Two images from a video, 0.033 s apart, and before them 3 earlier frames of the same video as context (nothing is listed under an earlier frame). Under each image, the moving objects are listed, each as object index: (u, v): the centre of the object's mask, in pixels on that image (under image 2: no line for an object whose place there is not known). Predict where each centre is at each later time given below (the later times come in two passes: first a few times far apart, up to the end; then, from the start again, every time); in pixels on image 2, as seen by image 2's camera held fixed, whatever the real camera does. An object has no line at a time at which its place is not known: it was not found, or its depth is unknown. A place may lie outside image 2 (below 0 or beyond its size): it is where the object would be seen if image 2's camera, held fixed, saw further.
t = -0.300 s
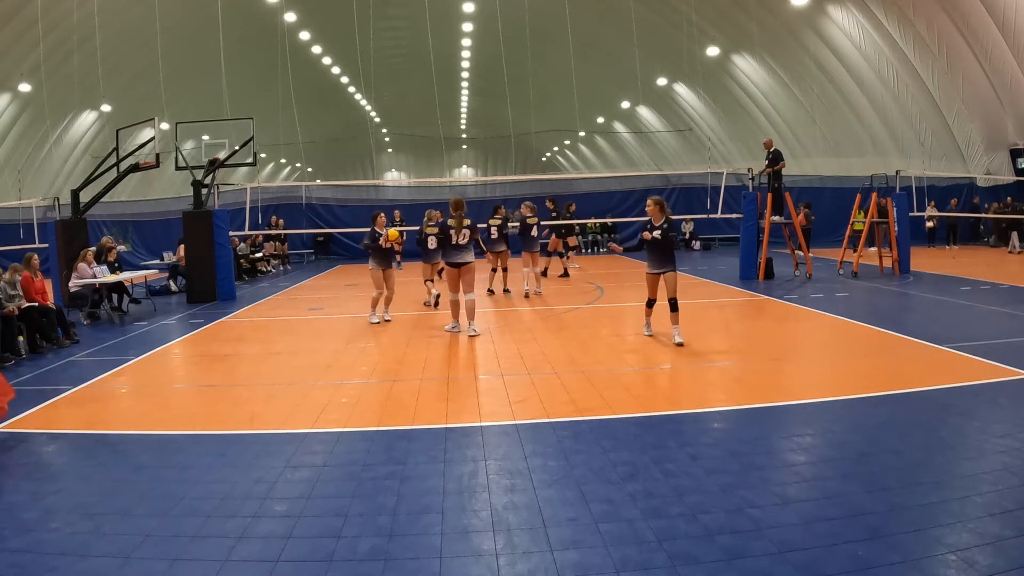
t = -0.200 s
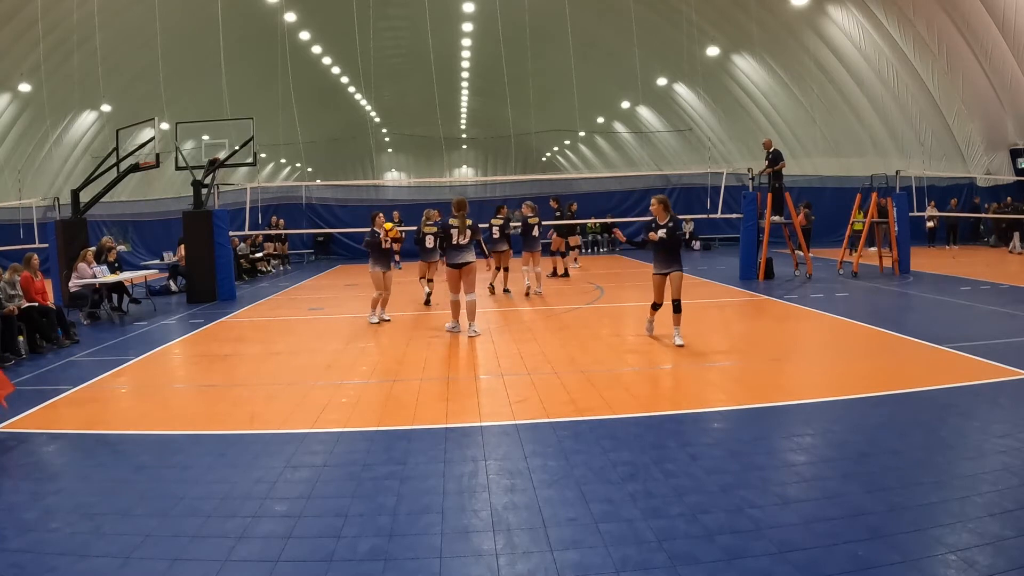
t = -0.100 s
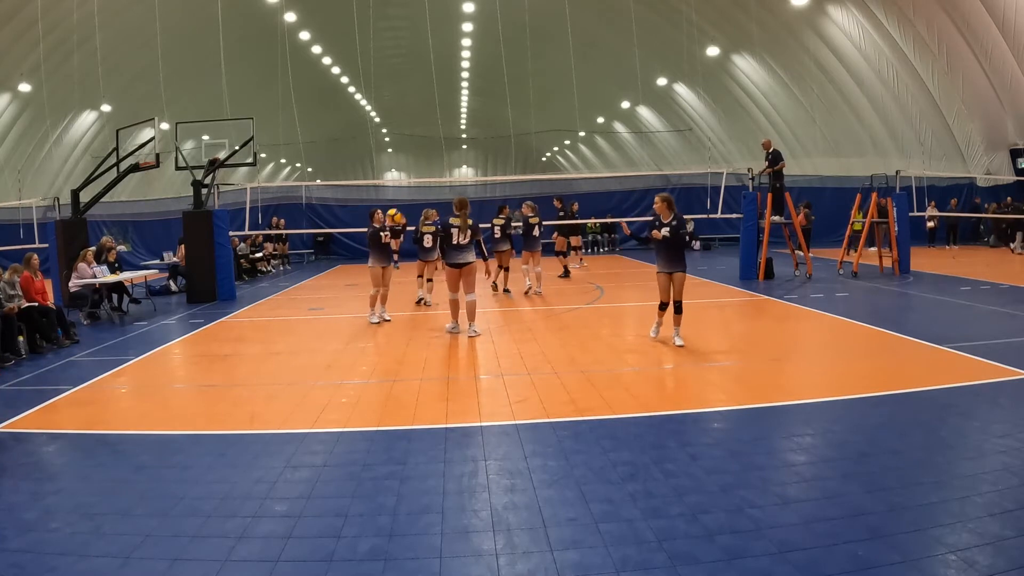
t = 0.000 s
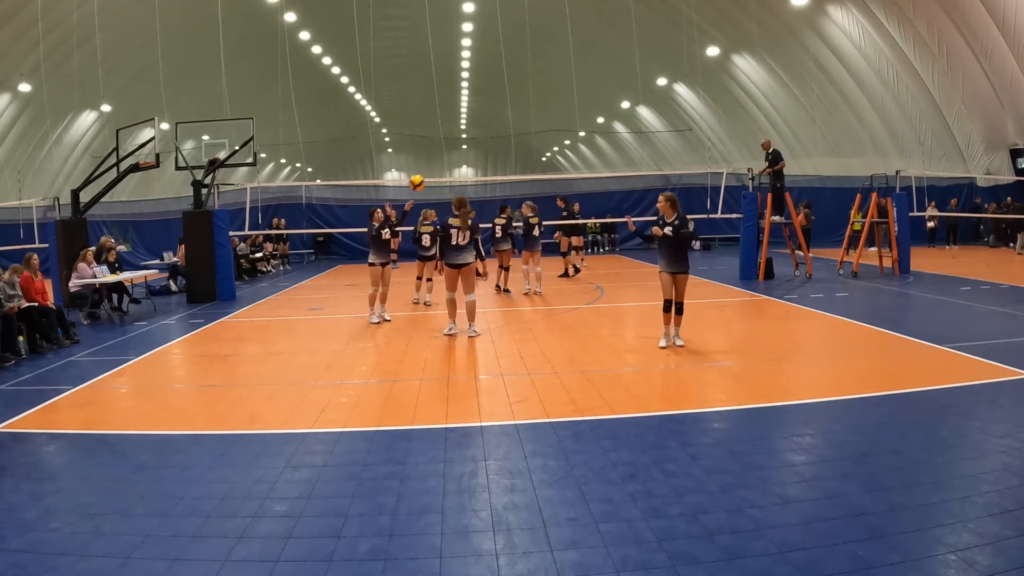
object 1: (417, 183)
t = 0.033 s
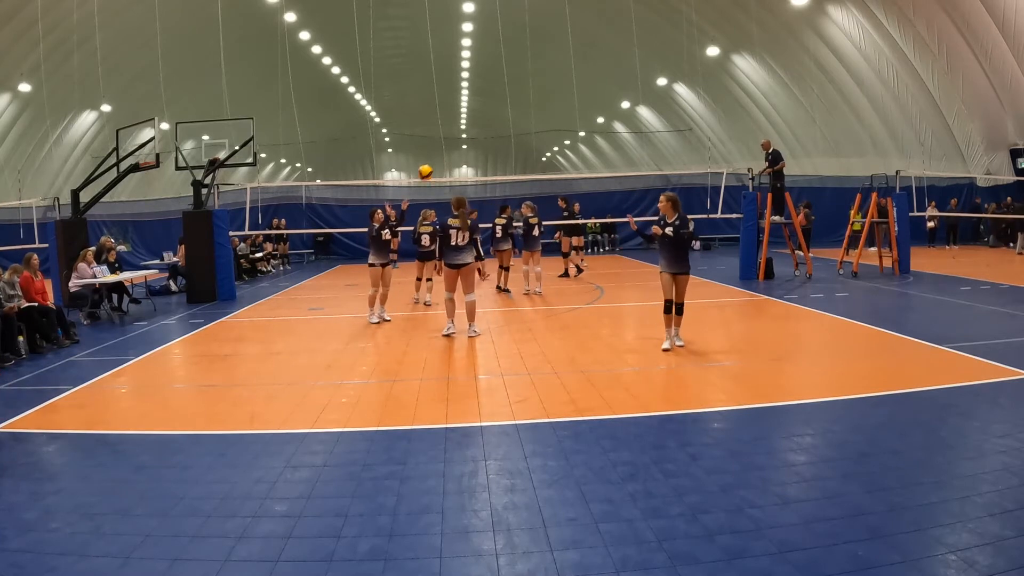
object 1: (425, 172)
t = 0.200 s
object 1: (470, 132)
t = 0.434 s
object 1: (538, 111)
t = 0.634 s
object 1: (606, 131)
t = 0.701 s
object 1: (629, 145)
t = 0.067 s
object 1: (434, 163)
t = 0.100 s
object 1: (442, 154)
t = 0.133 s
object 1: (451, 146)
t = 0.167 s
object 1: (460, 139)
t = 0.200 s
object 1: (470, 132)
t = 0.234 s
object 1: (479, 127)
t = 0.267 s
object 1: (488, 122)
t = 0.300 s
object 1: (498, 118)
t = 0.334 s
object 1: (507, 115)
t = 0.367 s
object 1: (518, 113)
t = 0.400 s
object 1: (528, 112)
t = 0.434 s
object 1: (538, 111)
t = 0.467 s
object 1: (549, 111)
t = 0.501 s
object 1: (560, 113)
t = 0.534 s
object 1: (571, 116)
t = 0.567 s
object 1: (582, 120)
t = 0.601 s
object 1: (594, 124)
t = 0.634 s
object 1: (606, 131)
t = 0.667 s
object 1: (617, 137)
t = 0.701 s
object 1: (629, 145)
